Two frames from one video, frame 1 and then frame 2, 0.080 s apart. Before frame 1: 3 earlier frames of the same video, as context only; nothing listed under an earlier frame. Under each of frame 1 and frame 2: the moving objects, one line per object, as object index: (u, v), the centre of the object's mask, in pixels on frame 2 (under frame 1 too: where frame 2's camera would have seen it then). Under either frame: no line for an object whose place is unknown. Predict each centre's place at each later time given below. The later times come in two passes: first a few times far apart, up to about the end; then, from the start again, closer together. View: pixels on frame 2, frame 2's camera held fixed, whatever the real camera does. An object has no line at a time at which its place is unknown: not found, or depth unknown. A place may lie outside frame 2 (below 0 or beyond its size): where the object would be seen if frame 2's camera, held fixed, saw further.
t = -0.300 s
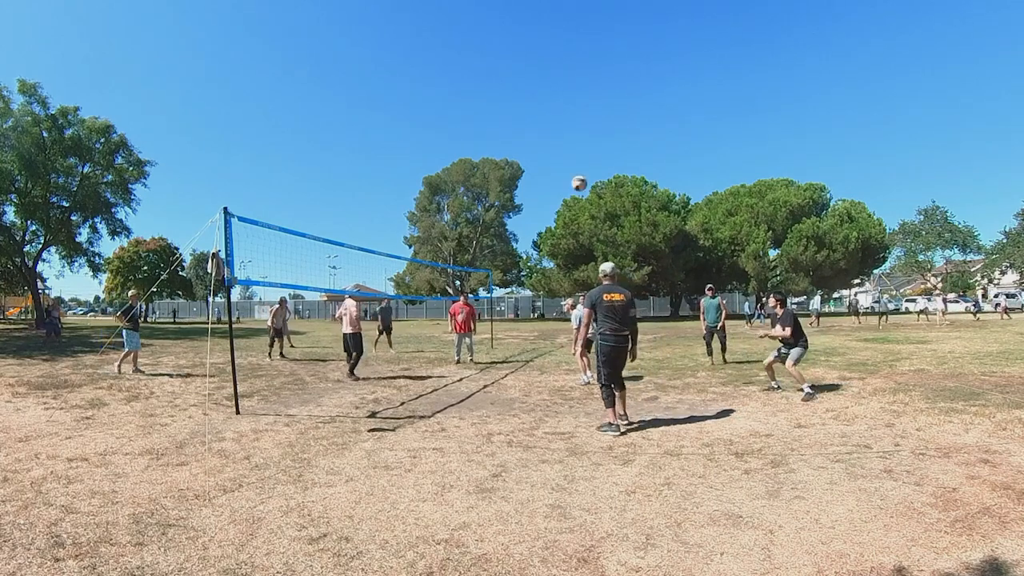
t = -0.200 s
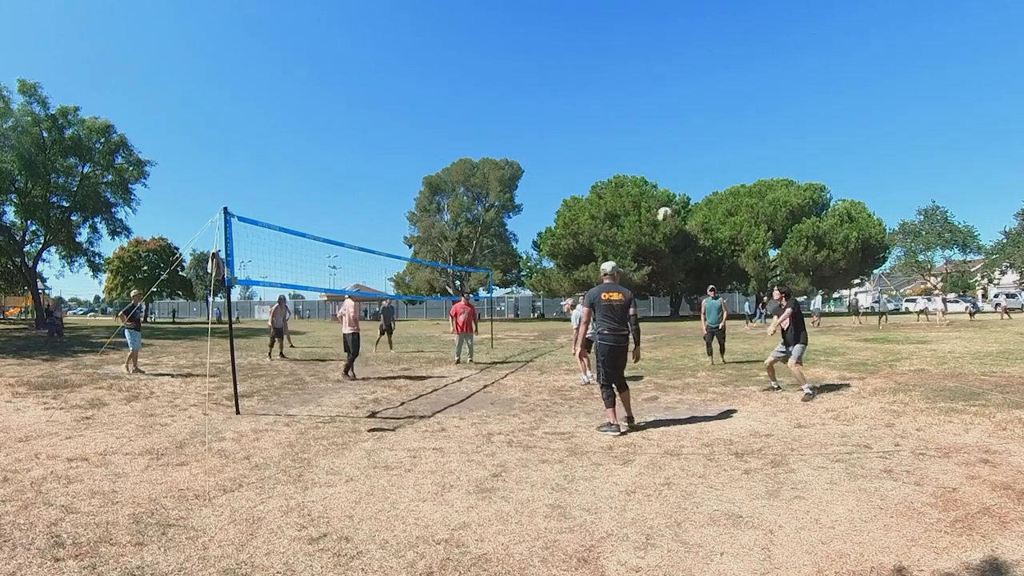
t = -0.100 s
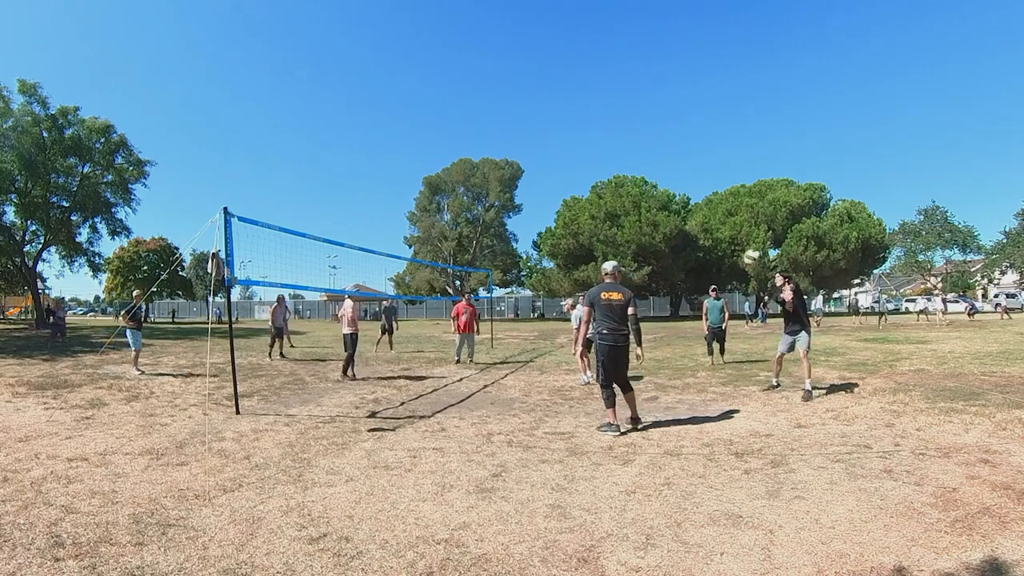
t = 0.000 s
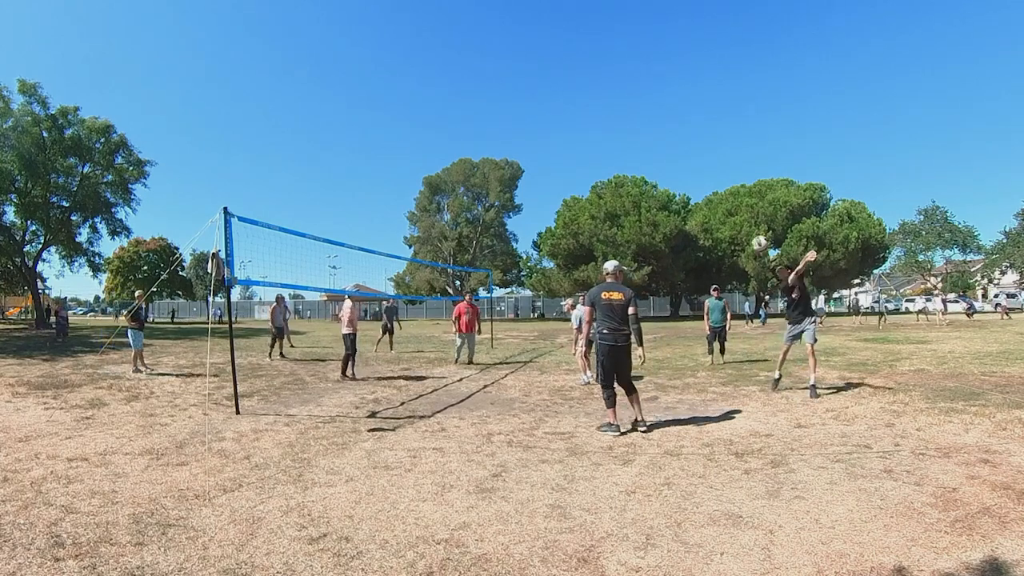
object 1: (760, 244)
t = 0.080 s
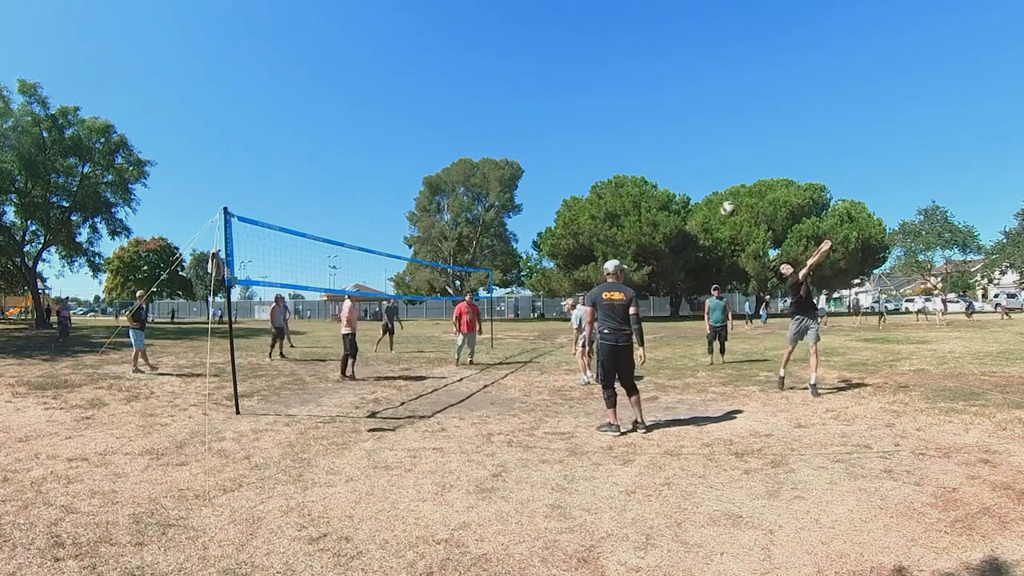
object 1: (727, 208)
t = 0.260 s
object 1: (665, 159)
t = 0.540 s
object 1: (588, 136)
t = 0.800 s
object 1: (535, 156)
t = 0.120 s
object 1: (712, 193)
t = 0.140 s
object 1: (706, 188)
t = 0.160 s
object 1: (699, 182)
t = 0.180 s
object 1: (692, 177)
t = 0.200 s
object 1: (685, 172)
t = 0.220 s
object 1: (678, 167)
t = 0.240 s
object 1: (671, 163)
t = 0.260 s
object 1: (665, 159)
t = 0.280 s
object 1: (658, 155)
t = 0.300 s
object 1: (652, 152)
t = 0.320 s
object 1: (646, 149)
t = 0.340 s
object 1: (640, 147)
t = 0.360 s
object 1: (634, 144)
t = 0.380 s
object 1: (629, 142)
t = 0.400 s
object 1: (623, 140)
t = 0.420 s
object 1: (618, 139)
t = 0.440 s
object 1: (613, 138)
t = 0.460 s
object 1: (608, 137)
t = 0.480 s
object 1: (602, 136)
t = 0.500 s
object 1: (598, 136)
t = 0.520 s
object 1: (593, 136)
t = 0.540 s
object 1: (588, 136)
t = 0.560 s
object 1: (583, 136)
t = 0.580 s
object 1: (579, 137)
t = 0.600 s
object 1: (575, 138)
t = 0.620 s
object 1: (570, 139)
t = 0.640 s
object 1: (566, 140)
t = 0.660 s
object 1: (562, 142)
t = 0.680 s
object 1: (558, 143)
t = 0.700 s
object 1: (554, 145)
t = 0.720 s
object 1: (550, 147)
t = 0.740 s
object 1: (546, 149)
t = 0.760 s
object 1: (543, 151)
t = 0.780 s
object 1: (539, 153)
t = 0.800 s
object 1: (535, 156)
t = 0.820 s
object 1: (533, 159)
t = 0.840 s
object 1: (528, 162)
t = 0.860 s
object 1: (525, 165)
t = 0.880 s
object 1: (522, 168)
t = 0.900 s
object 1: (518, 172)
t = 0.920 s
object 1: (516, 174)
